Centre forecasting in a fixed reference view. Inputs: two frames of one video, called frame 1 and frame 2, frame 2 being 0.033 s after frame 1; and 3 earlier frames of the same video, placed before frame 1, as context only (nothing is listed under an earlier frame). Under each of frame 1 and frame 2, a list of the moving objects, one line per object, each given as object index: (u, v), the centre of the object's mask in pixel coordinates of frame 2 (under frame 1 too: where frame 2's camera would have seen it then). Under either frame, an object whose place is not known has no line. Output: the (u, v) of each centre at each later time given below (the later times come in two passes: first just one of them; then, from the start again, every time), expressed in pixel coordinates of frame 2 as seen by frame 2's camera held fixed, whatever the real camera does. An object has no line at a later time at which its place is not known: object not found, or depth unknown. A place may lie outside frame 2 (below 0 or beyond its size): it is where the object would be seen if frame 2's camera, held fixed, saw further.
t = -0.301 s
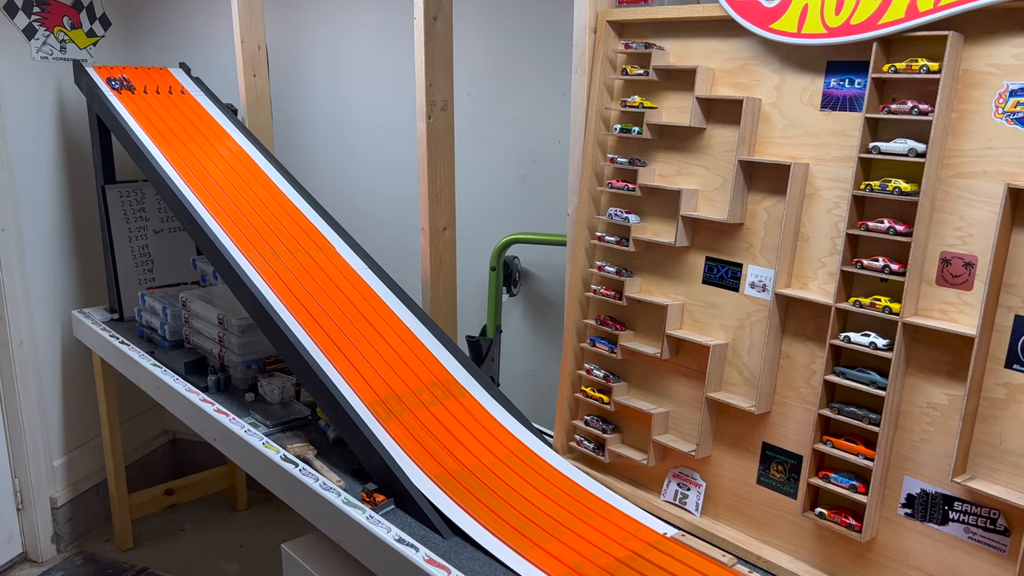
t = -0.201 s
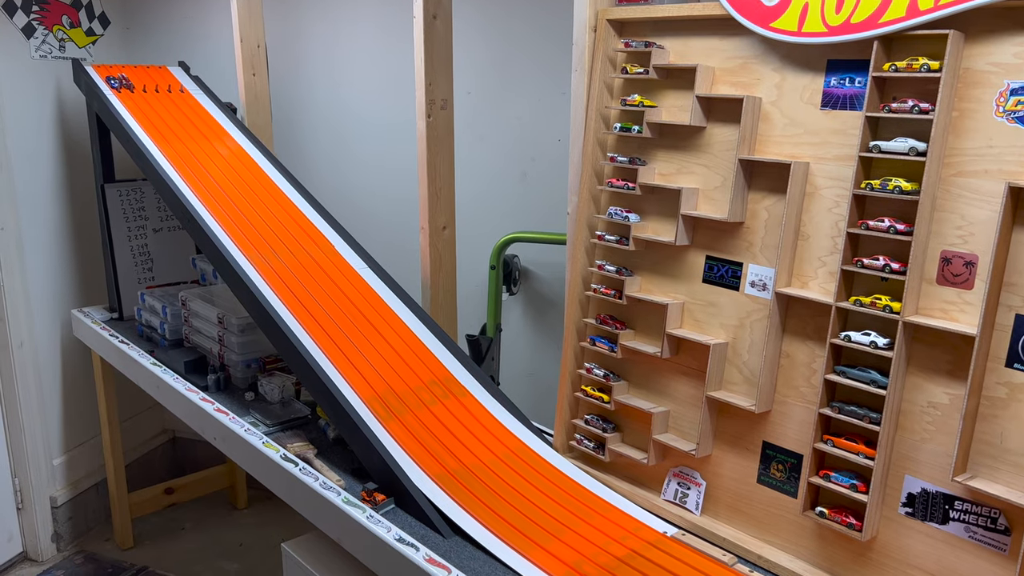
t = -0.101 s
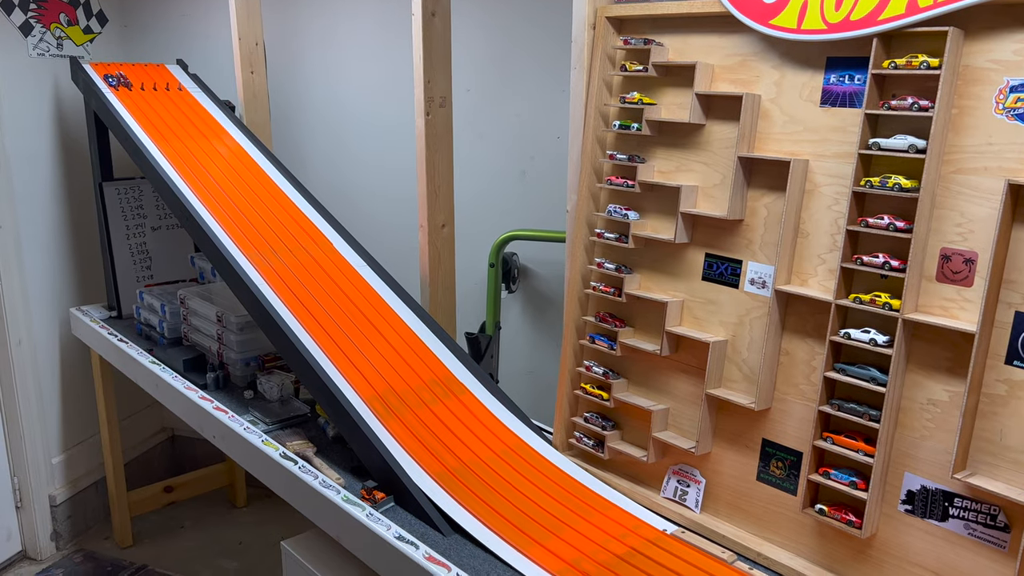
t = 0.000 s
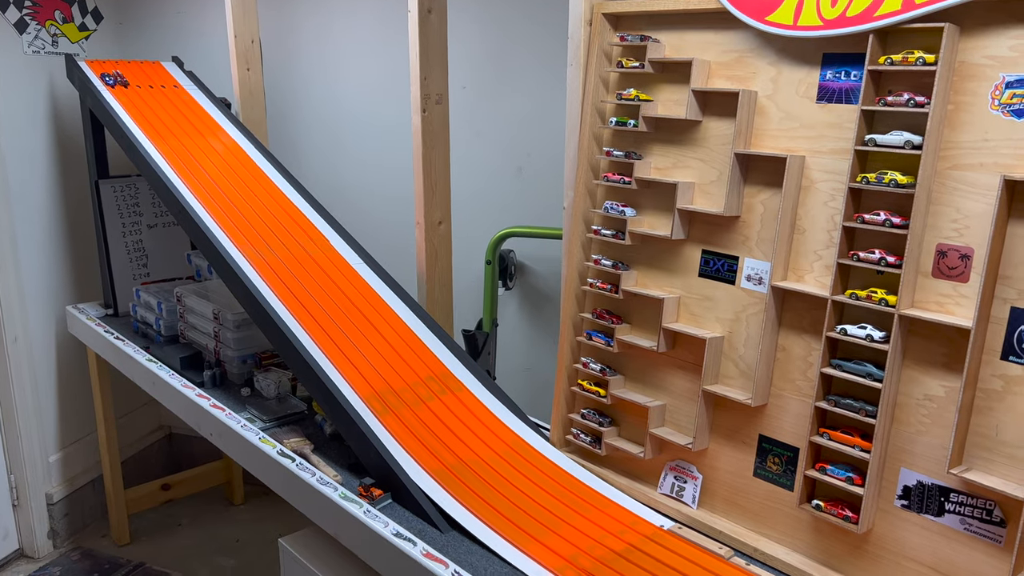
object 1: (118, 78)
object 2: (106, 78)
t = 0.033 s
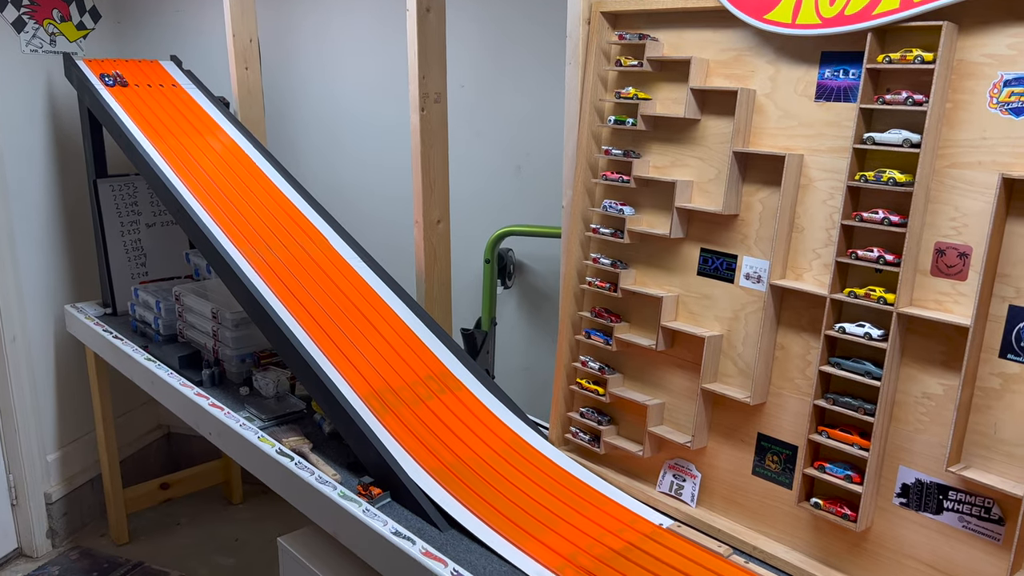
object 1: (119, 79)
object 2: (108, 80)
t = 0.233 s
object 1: (139, 101)
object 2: (126, 102)
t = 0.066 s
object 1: (121, 81)
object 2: (110, 82)
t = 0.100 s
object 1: (124, 84)
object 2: (112, 85)
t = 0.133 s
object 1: (127, 87)
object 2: (114, 88)
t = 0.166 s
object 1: (130, 91)
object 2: (118, 92)
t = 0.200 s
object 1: (135, 96)
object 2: (122, 96)
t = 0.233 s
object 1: (139, 101)
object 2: (126, 102)
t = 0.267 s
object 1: (144, 107)
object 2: (131, 108)
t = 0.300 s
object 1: (150, 114)
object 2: (137, 114)
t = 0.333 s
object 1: (156, 121)
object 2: (143, 122)
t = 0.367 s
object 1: (164, 130)
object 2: (150, 130)
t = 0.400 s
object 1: (171, 138)
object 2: (157, 139)
